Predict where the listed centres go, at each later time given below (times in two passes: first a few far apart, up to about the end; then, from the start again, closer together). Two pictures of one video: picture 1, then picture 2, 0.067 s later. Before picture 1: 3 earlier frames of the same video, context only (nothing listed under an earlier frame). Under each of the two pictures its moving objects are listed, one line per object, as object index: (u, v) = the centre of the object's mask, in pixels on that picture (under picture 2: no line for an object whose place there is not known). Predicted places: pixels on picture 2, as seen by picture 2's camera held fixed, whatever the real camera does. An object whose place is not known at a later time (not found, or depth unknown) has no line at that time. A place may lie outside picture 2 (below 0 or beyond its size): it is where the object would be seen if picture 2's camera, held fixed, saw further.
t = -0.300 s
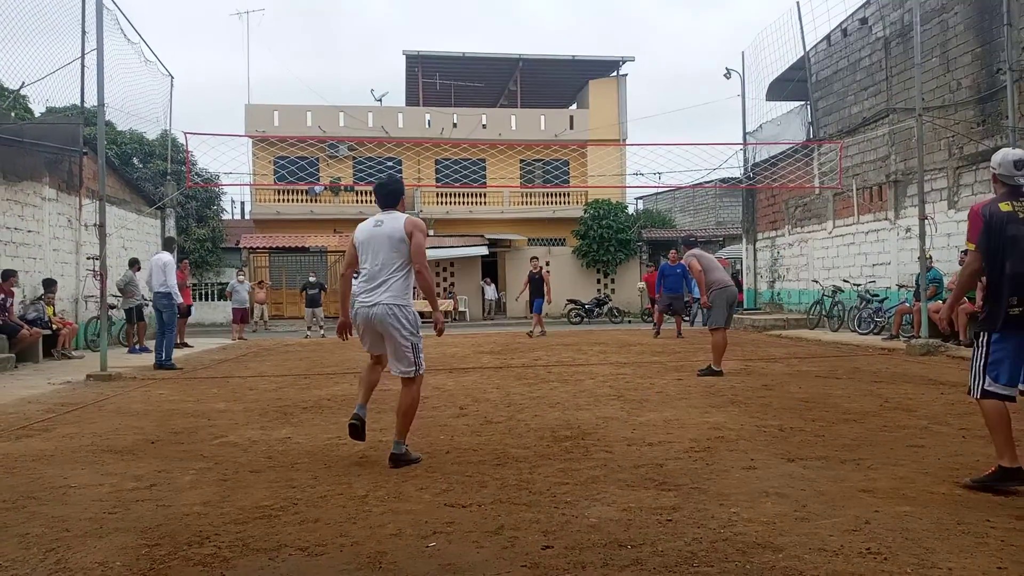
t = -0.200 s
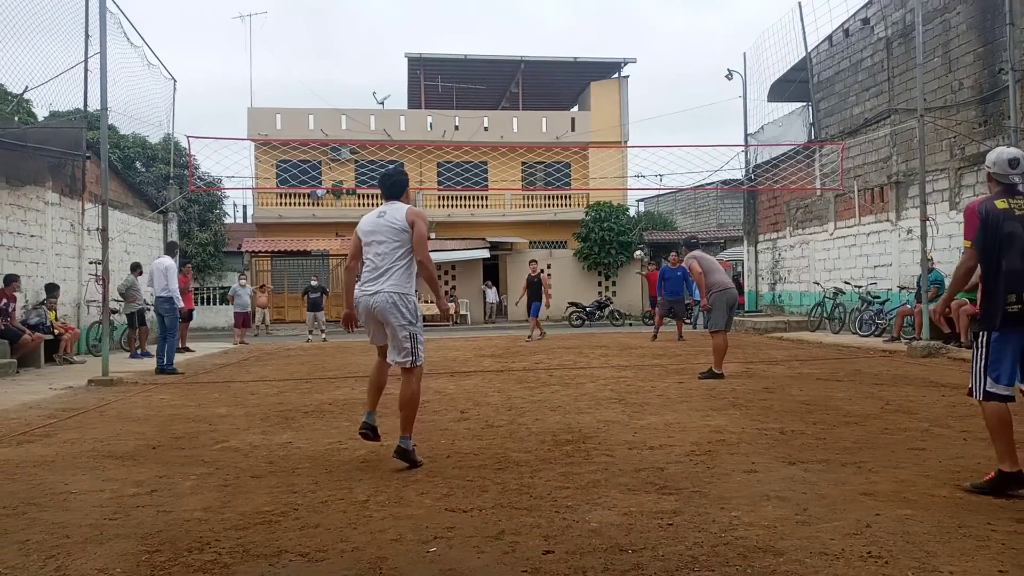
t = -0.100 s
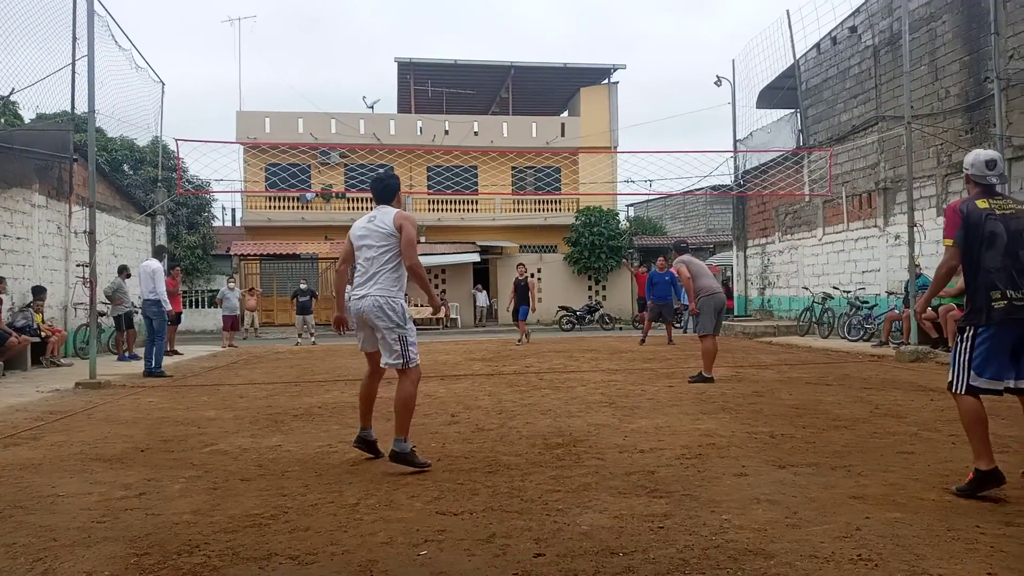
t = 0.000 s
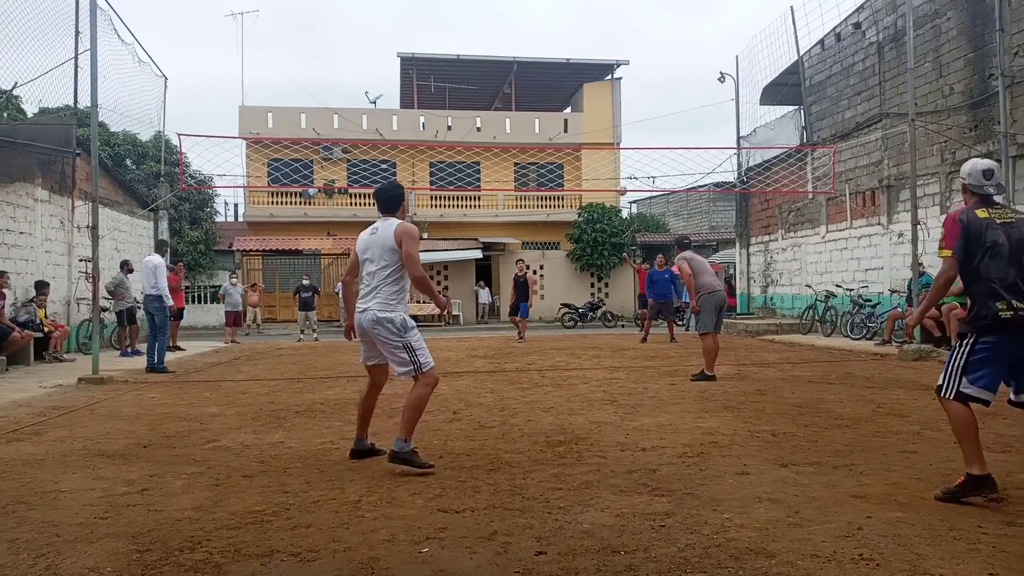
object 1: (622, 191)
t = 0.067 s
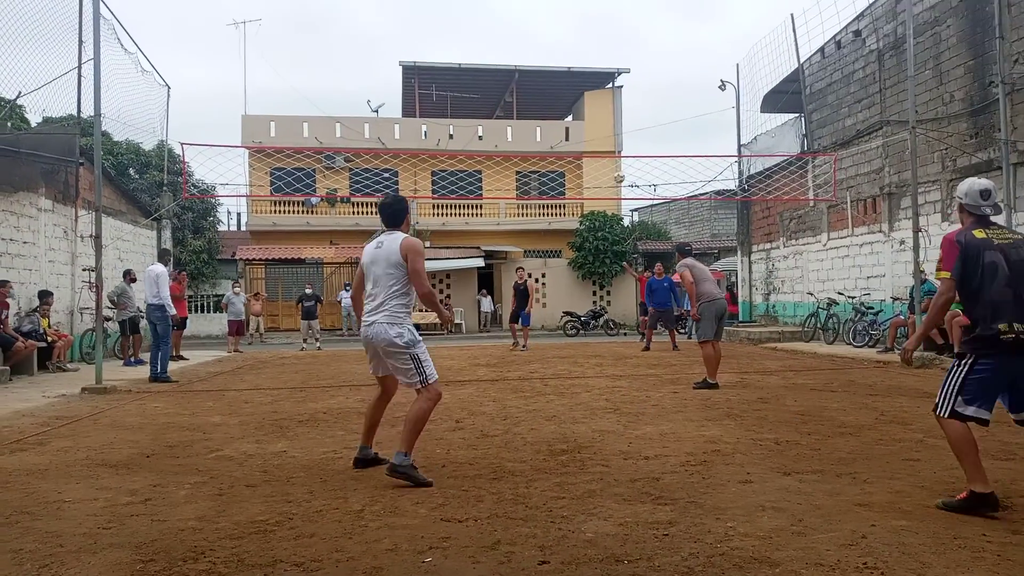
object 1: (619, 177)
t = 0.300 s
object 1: (601, 113)
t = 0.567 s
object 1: (569, 63)
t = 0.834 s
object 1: (518, 58)
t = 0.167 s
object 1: (612, 147)
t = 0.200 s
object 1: (609, 139)
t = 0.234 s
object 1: (606, 131)
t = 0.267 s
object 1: (604, 122)
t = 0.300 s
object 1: (601, 113)
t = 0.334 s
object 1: (597, 106)
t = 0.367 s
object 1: (594, 98)
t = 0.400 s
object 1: (590, 91)
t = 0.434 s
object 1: (587, 84)
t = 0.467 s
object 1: (583, 77)
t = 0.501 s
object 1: (578, 73)
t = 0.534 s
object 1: (574, 67)
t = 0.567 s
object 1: (569, 63)
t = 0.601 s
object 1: (564, 59)
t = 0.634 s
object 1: (559, 56)
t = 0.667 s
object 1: (553, 55)
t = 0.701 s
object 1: (547, 52)
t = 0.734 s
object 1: (540, 52)
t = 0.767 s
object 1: (533, 53)
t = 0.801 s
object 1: (526, 54)
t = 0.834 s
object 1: (518, 58)
